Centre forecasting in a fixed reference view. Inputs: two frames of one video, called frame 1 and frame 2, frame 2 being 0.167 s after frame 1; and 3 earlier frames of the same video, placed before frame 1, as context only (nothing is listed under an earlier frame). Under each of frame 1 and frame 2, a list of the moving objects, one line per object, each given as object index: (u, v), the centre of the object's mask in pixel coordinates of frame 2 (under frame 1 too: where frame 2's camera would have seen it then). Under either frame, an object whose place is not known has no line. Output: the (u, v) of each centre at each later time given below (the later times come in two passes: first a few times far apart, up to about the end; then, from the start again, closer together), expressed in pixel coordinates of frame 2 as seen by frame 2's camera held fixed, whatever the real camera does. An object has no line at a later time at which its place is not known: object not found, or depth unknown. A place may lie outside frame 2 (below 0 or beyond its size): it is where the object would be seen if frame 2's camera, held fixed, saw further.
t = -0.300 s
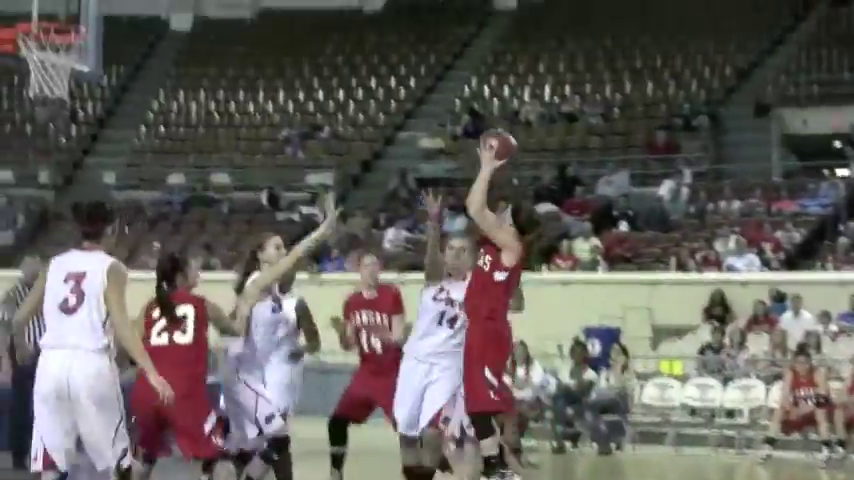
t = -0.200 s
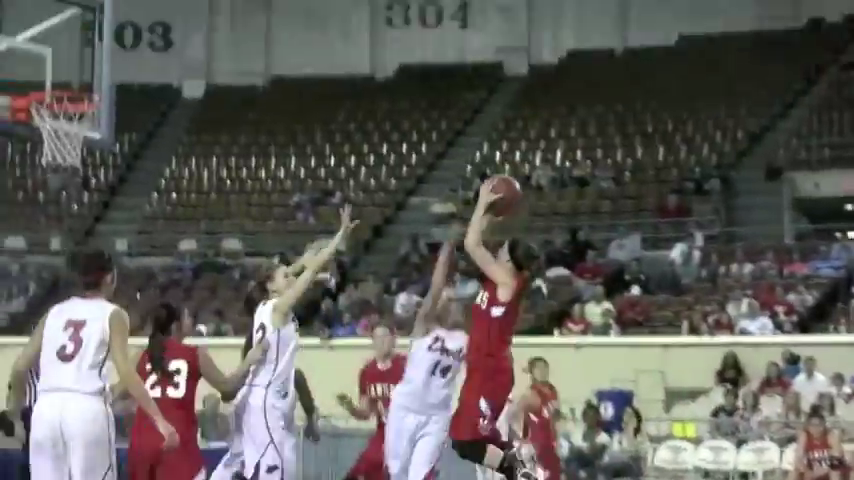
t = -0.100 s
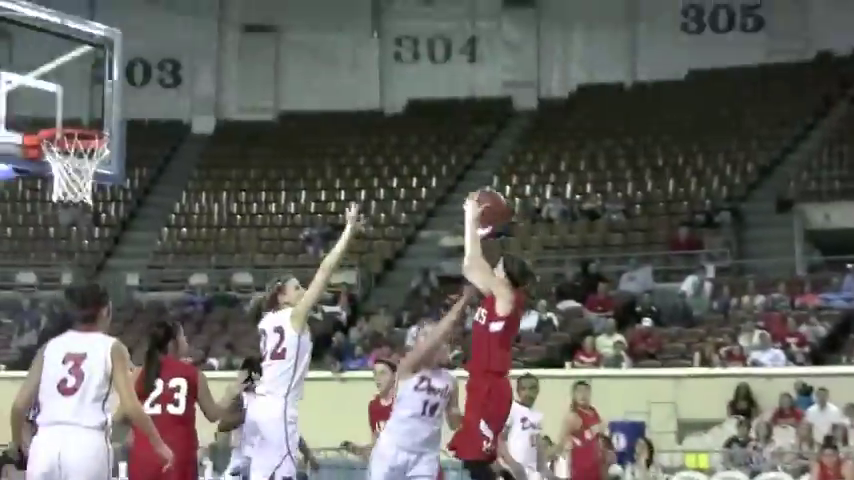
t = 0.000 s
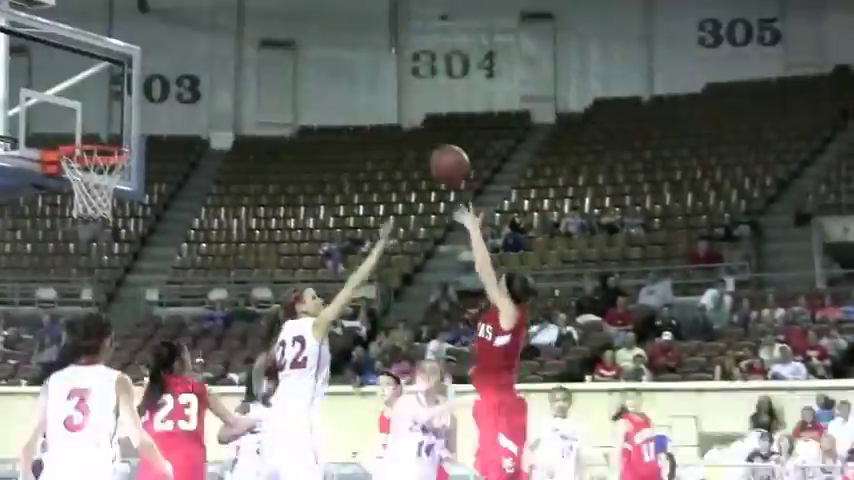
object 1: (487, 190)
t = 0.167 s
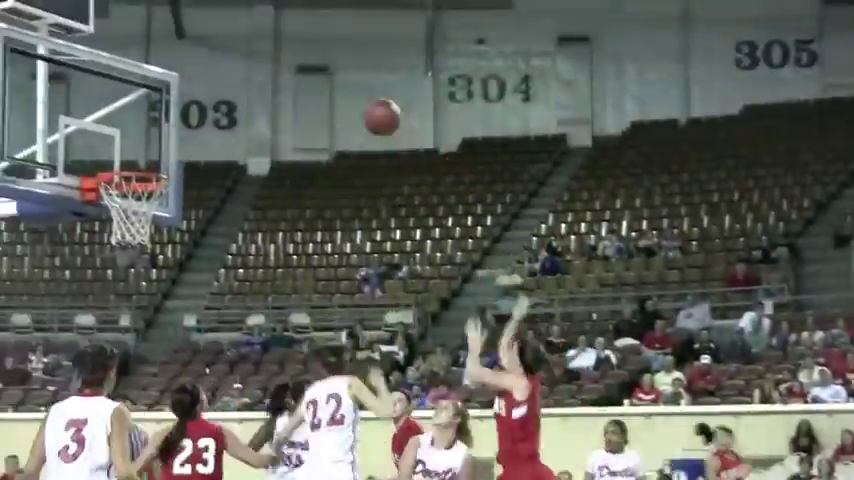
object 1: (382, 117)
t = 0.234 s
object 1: (342, 102)
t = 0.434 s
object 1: (230, 97)
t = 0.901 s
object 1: (152, 216)
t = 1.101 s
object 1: (153, 292)
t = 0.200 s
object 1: (361, 108)
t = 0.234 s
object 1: (342, 102)
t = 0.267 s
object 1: (323, 96)
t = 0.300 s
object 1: (303, 94)
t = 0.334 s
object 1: (284, 91)
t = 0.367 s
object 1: (266, 92)
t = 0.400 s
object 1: (248, 93)
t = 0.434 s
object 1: (230, 97)
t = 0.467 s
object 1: (211, 102)
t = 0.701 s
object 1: (114, 165)
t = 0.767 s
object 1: (136, 191)
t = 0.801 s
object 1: (146, 195)
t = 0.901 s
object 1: (152, 216)
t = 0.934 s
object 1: (147, 231)
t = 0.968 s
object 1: (149, 237)
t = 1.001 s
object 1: (153, 249)
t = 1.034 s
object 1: (154, 262)
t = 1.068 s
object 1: (154, 276)
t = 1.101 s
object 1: (153, 292)
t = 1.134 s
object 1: (154, 313)
